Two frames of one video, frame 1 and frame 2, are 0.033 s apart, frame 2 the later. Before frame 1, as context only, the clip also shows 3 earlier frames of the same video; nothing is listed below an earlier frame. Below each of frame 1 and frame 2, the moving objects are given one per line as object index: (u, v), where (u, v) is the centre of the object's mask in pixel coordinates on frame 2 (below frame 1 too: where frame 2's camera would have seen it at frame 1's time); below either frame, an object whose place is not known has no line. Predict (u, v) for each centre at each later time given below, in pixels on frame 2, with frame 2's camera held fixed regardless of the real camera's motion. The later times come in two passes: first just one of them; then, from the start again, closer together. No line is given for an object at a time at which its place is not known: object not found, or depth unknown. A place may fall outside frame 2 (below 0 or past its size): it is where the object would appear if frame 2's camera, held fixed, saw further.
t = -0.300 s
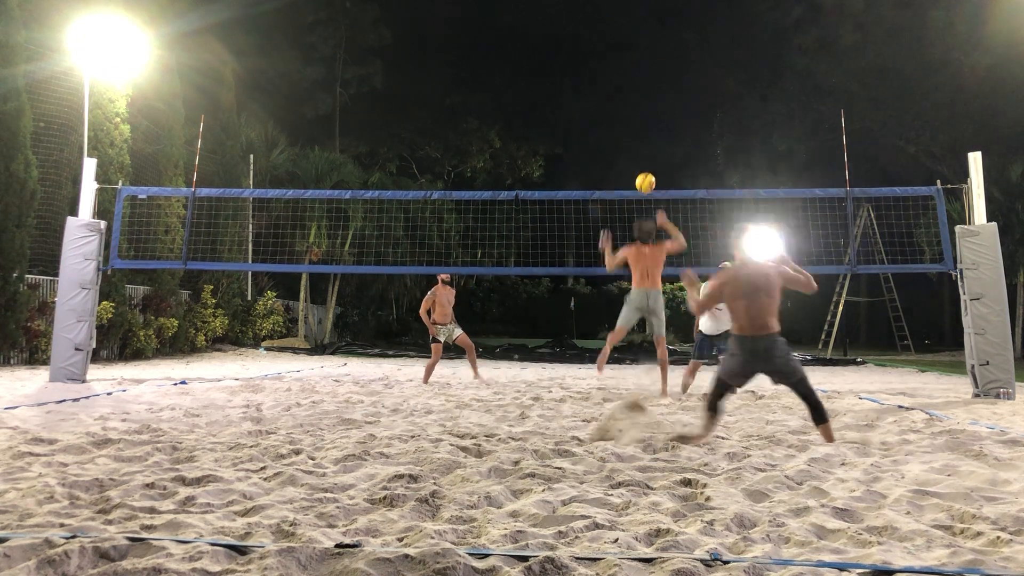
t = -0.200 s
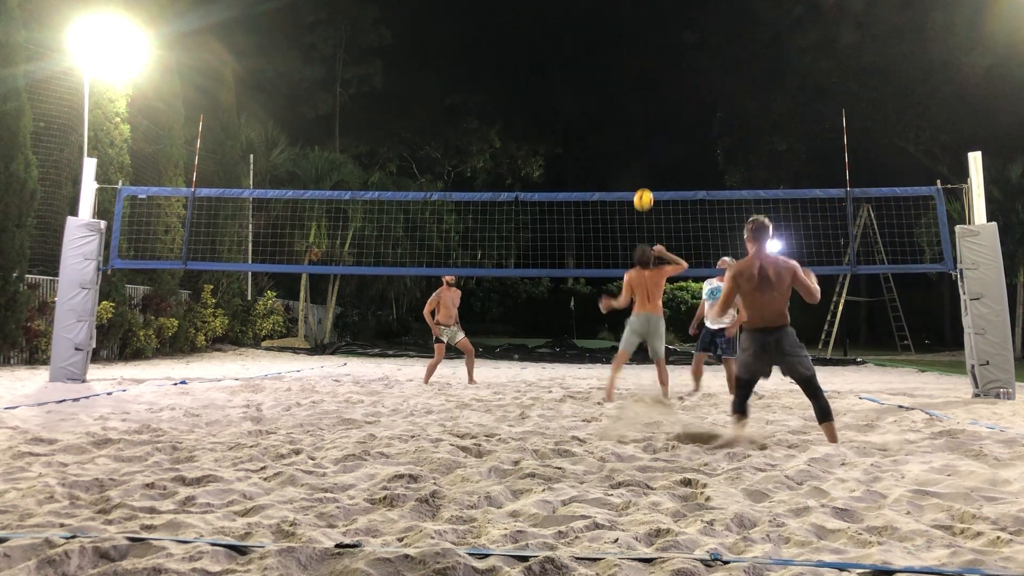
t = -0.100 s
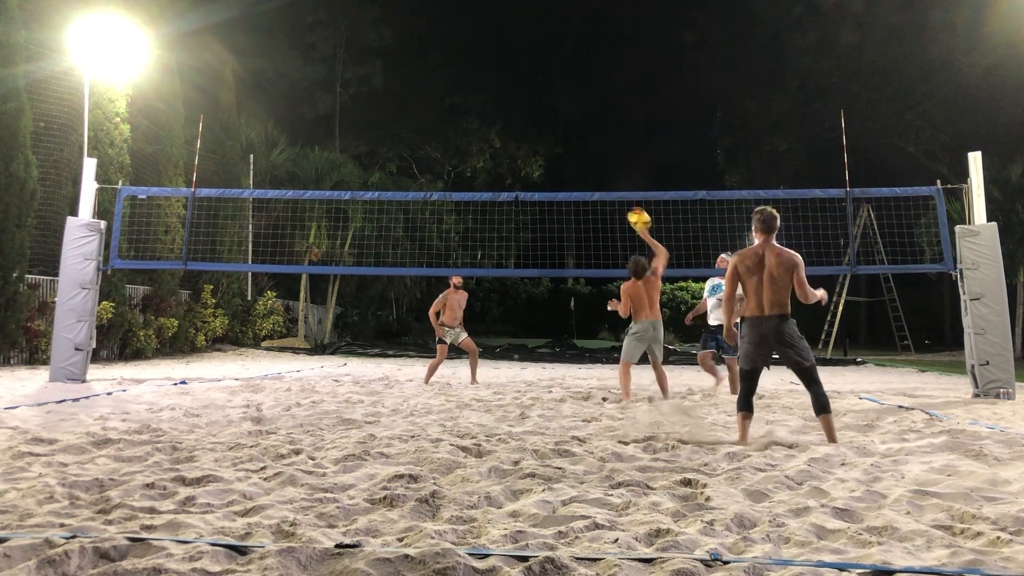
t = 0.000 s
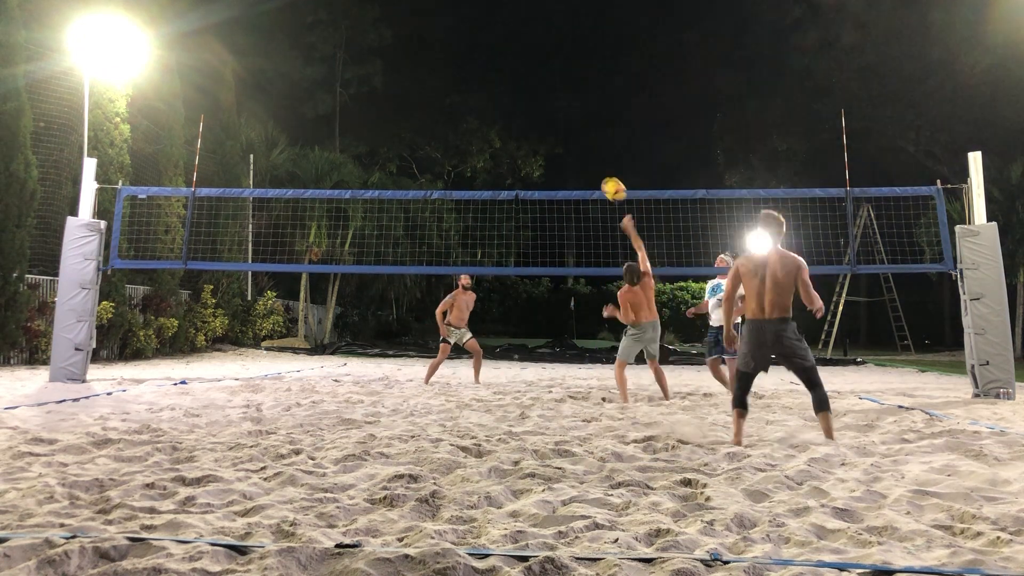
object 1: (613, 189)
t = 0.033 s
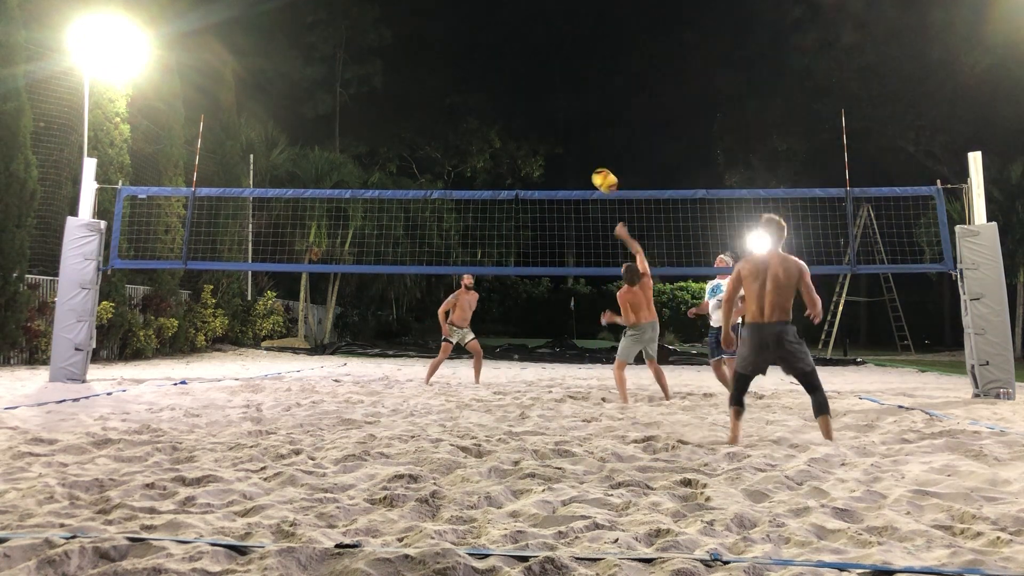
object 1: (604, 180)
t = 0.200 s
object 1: (555, 152)
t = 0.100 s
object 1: (585, 166)
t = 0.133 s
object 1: (576, 160)
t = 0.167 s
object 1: (565, 155)
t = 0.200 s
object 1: (555, 152)
